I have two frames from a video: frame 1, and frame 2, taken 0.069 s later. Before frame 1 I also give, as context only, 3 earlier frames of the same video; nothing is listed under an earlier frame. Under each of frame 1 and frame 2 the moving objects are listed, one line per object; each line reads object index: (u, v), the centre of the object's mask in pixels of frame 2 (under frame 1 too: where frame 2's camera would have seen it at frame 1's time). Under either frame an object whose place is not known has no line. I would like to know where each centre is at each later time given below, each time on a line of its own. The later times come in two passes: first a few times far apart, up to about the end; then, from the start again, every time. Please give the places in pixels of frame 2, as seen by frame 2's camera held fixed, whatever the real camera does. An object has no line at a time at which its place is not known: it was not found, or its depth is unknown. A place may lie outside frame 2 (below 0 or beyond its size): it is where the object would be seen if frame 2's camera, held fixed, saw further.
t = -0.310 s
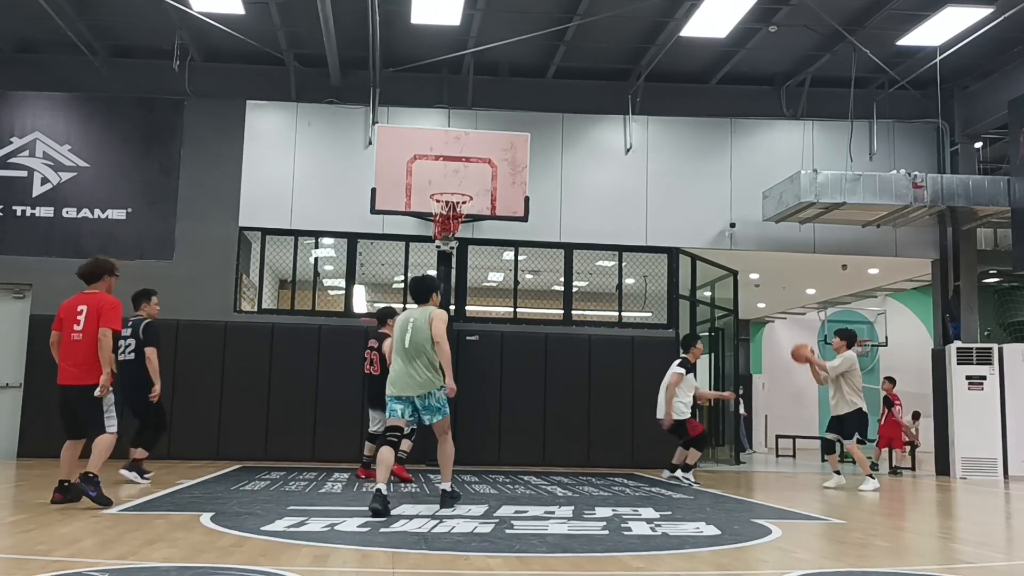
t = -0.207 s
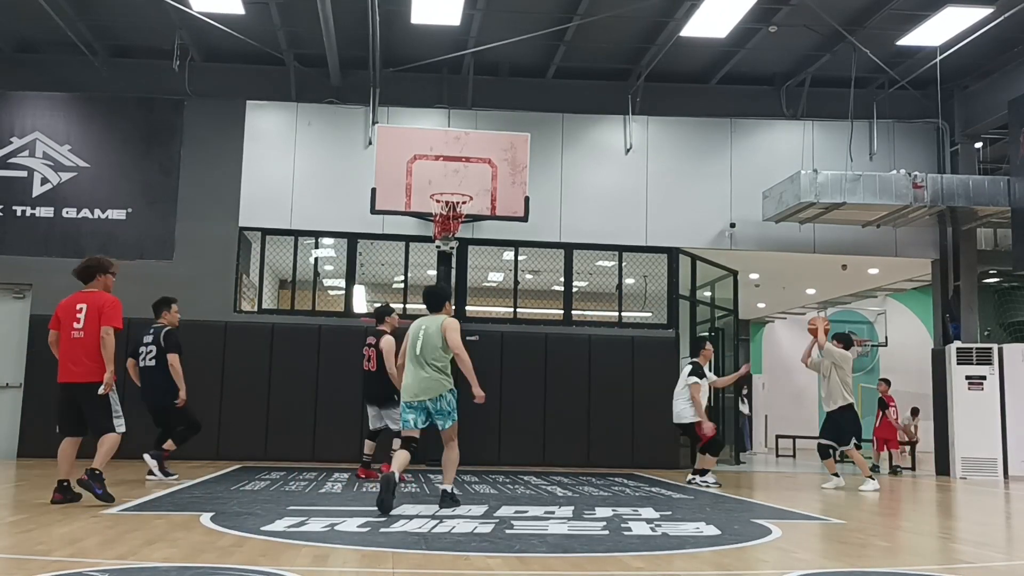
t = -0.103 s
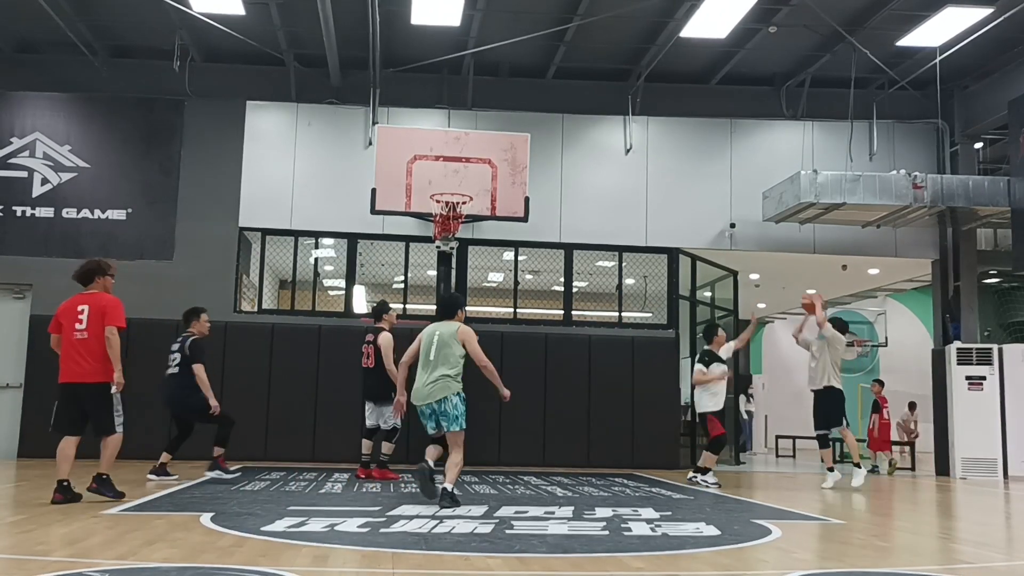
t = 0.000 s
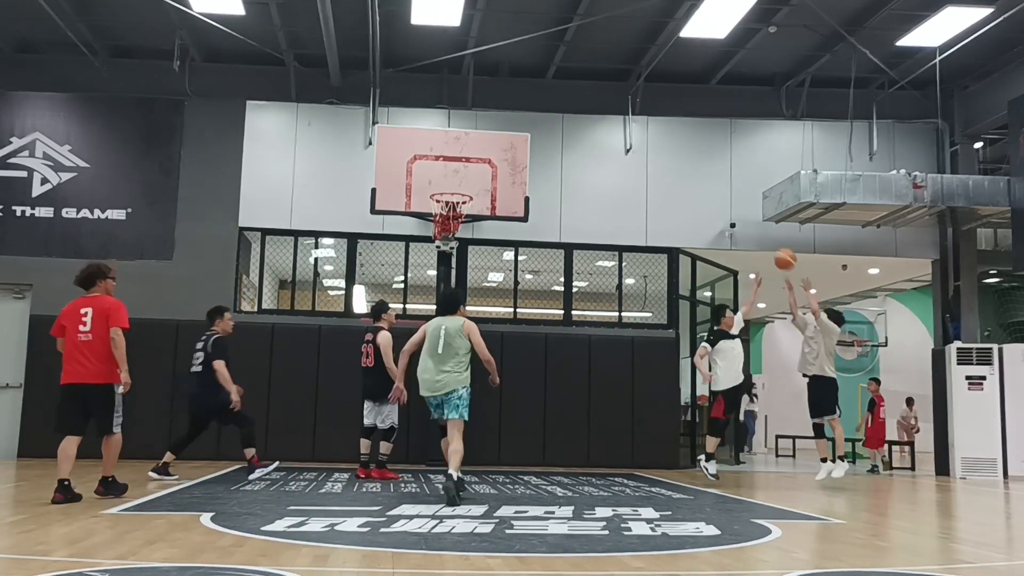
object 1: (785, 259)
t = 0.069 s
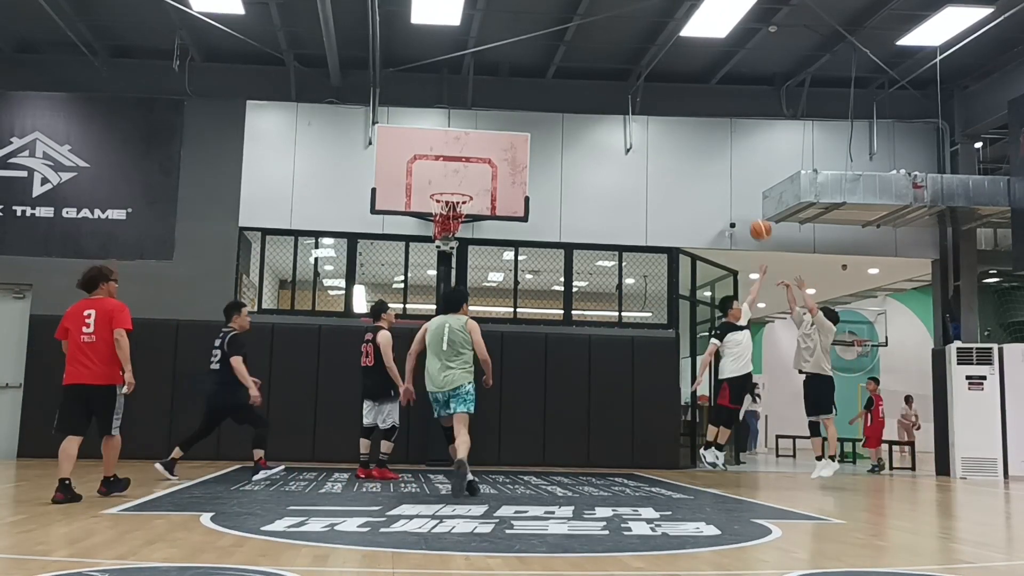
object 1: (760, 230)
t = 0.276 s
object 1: (688, 167)
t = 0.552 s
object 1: (595, 135)
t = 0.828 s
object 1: (504, 163)
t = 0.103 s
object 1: (748, 218)
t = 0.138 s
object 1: (736, 205)
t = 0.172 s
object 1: (724, 194)
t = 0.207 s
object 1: (712, 184)
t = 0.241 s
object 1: (700, 175)
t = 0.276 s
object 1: (688, 167)
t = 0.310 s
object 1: (677, 159)
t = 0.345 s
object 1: (665, 153)
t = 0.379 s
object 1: (653, 147)
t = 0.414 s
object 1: (641, 143)
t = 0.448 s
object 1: (630, 140)
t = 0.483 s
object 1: (619, 137)
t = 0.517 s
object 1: (607, 135)
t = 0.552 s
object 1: (595, 135)
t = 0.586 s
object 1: (584, 135)
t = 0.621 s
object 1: (572, 136)
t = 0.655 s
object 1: (561, 138)
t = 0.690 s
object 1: (549, 141)
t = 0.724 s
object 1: (538, 144)
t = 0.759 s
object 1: (527, 150)
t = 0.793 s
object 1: (516, 155)
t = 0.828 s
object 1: (504, 163)
